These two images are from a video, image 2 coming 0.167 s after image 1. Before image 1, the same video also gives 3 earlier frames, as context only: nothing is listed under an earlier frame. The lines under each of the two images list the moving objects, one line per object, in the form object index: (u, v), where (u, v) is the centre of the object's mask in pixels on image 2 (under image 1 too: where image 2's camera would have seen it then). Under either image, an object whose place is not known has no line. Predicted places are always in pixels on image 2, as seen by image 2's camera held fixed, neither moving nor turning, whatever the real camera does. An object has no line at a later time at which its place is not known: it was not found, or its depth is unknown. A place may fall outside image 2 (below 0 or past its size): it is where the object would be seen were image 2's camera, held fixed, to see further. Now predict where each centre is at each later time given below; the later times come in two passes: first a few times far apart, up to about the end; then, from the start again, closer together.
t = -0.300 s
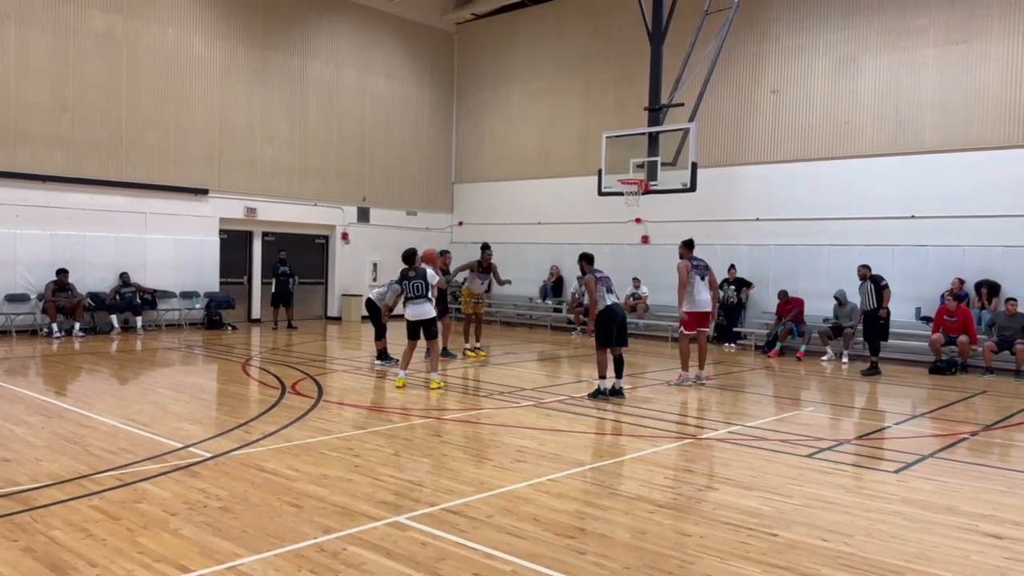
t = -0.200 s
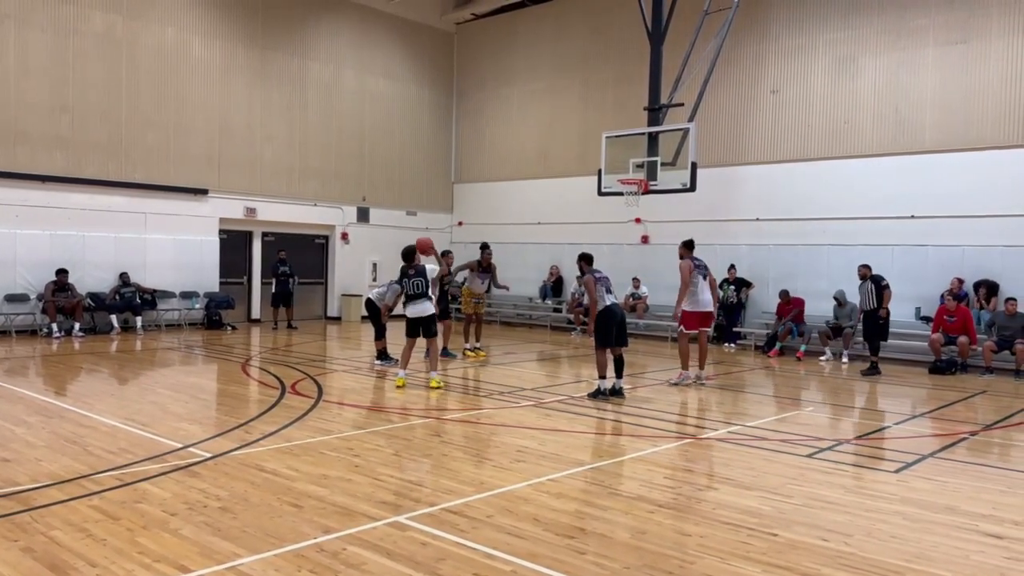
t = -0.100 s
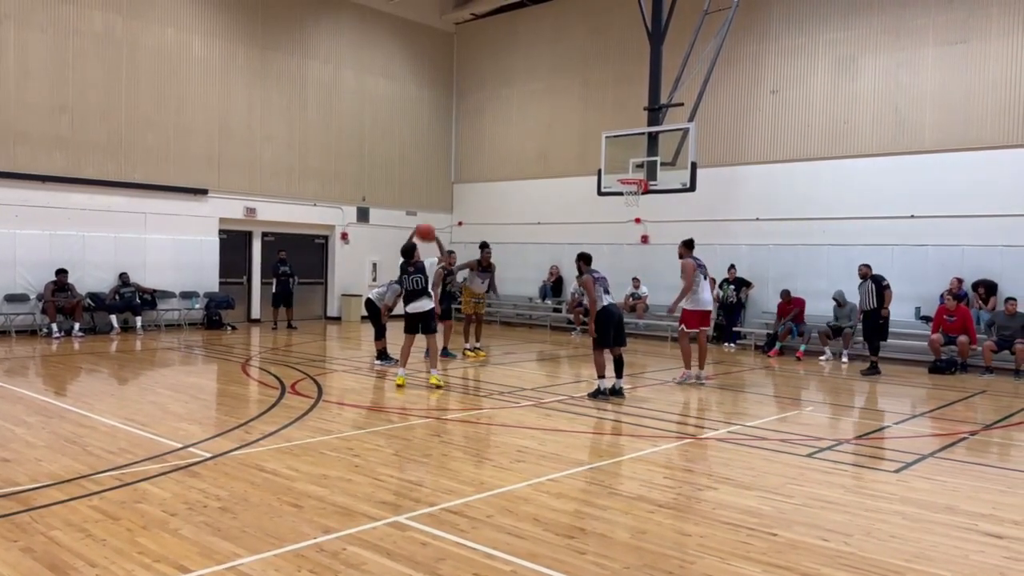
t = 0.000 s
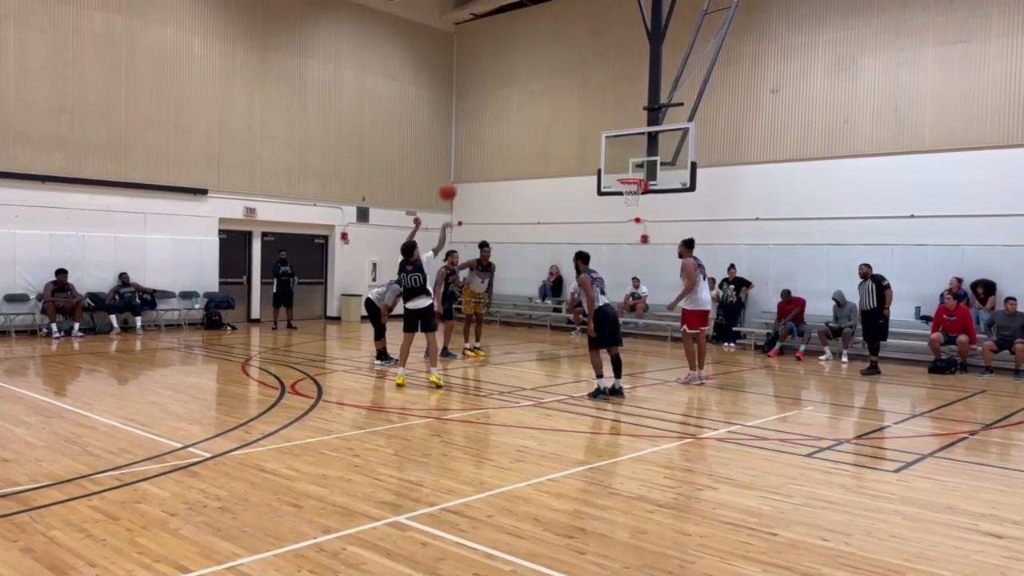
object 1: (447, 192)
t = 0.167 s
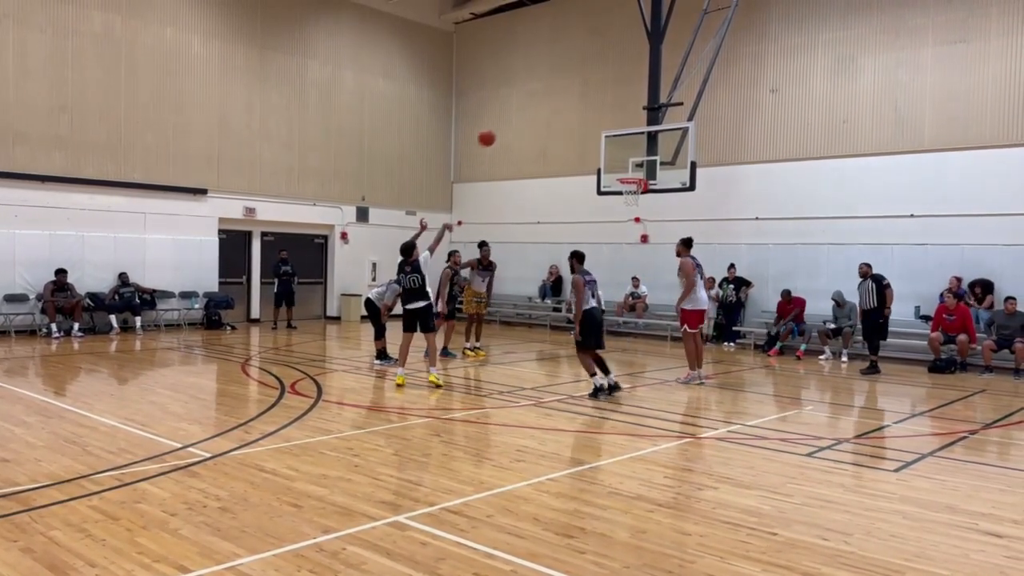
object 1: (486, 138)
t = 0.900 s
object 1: (616, 148)
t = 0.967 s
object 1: (625, 163)
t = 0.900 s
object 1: (616, 148)
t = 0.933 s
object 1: (621, 155)
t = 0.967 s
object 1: (625, 163)
